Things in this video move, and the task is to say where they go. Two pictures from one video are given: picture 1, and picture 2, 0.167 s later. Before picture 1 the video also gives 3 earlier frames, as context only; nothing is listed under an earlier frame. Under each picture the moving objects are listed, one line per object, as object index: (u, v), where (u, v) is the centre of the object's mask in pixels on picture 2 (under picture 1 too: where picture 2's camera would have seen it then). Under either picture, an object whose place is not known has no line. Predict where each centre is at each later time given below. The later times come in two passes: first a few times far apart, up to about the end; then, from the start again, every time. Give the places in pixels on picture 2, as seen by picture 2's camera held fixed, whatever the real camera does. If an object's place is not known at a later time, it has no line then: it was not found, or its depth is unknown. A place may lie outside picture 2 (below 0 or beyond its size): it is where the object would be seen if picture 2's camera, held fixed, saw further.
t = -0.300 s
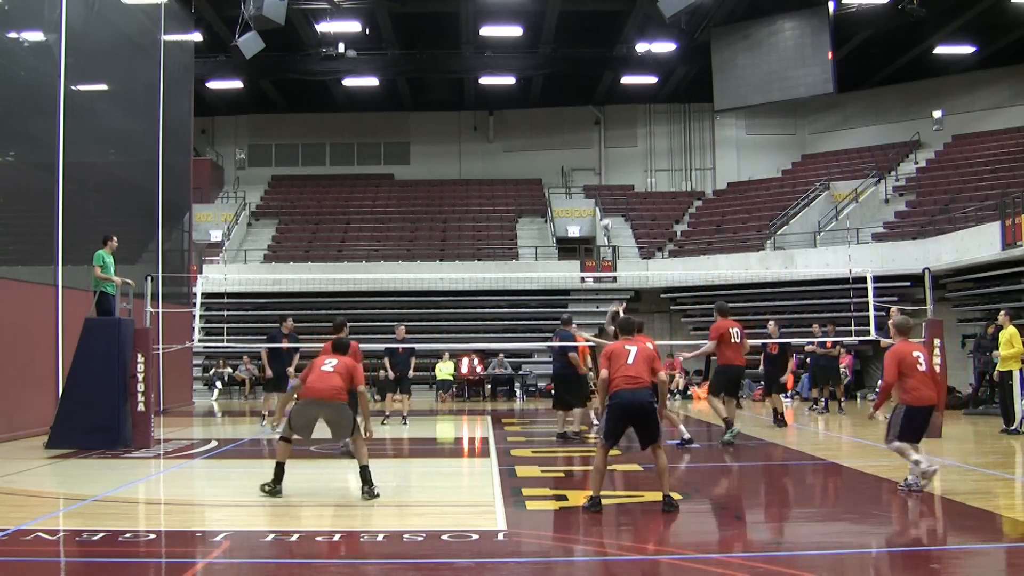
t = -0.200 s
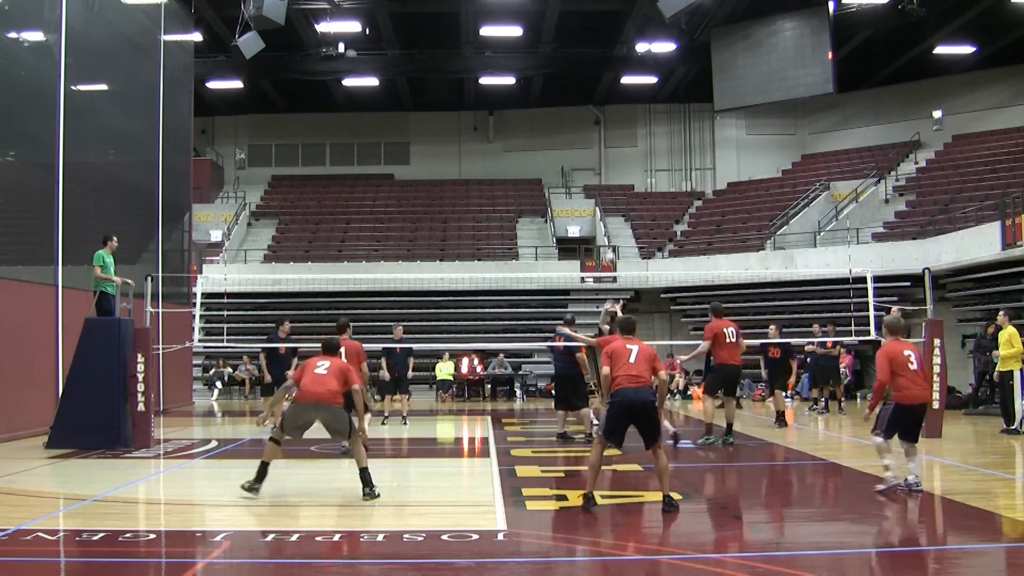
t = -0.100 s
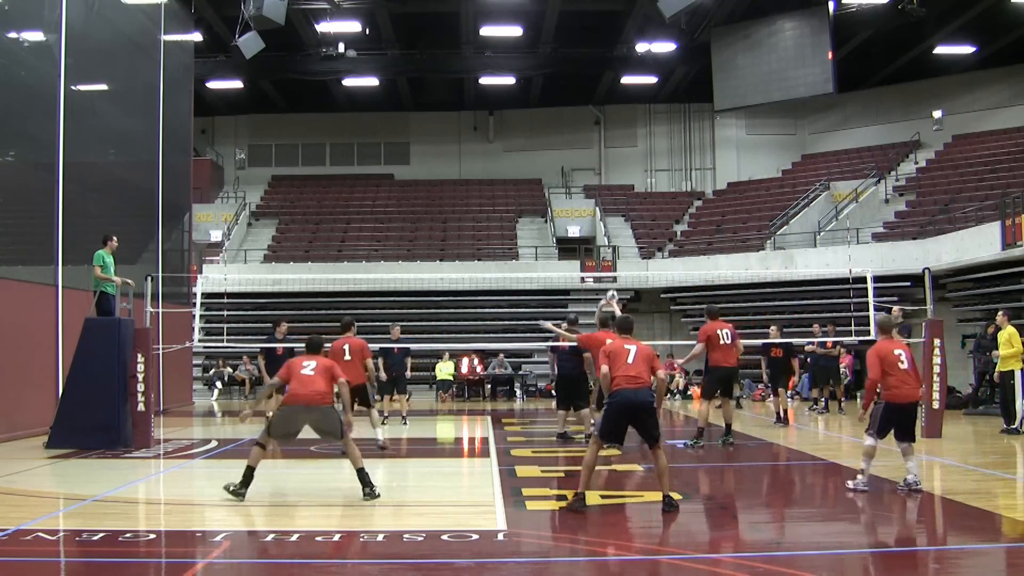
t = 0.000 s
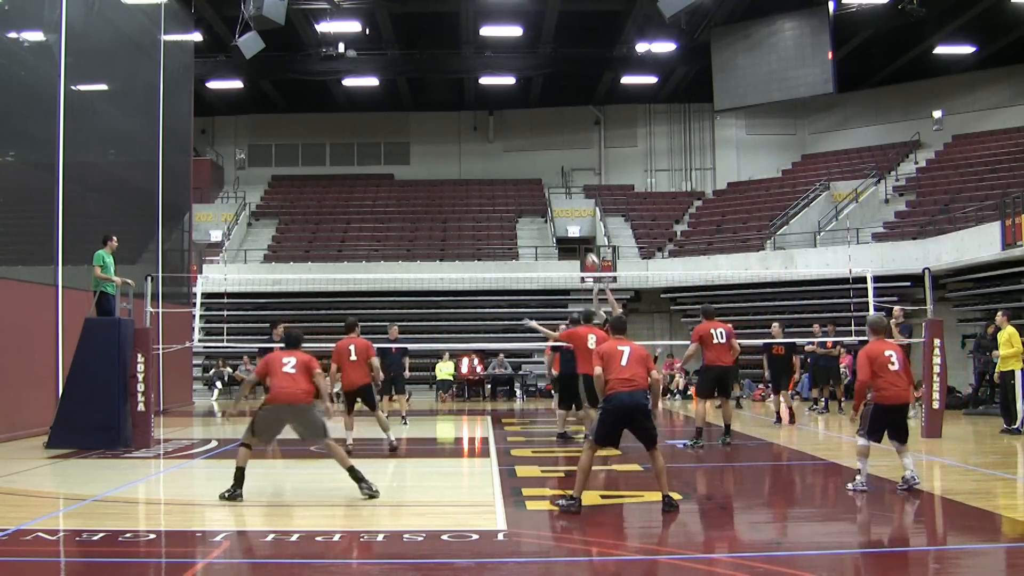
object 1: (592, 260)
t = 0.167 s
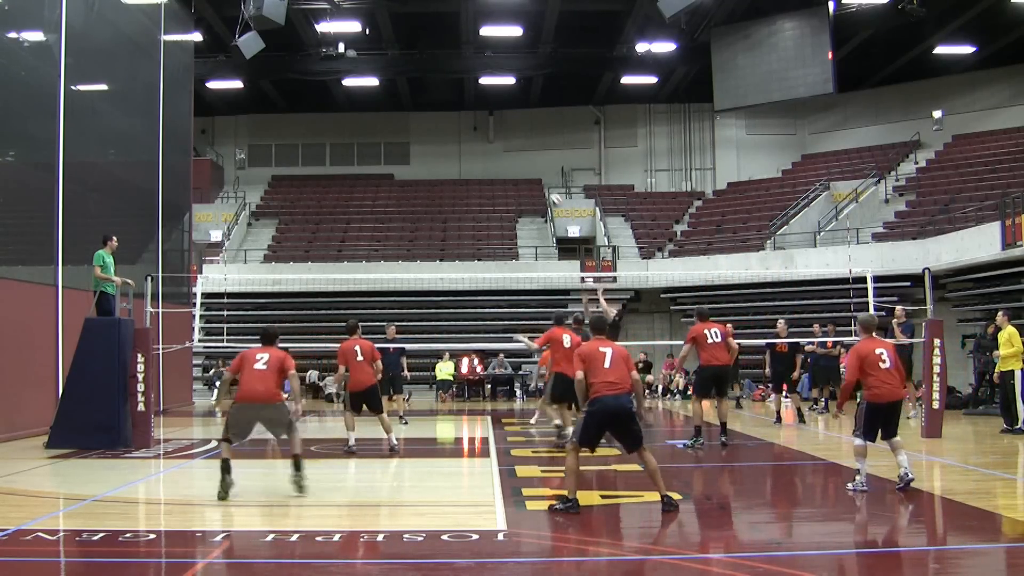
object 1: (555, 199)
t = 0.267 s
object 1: (534, 172)
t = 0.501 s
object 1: (486, 132)
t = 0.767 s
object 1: (431, 125)
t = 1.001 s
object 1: (385, 156)
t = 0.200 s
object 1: (548, 190)
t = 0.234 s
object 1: (541, 181)
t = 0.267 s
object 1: (534, 172)
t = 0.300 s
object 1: (527, 164)
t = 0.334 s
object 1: (520, 157)
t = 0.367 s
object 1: (513, 150)
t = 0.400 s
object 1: (506, 145)
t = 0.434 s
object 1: (499, 140)
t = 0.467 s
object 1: (492, 135)
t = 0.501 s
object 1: (486, 132)
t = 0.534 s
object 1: (479, 128)
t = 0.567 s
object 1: (472, 126)
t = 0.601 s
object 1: (465, 124)
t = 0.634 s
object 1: (458, 123)
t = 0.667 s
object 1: (452, 122)
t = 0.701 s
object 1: (445, 123)
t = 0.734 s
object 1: (438, 123)
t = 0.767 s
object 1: (431, 125)
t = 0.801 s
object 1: (425, 127)
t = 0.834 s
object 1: (418, 130)
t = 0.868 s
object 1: (411, 134)
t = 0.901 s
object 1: (405, 138)
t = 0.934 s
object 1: (398, 143)
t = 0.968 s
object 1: (391, 149)
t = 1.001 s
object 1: (385, 156)
